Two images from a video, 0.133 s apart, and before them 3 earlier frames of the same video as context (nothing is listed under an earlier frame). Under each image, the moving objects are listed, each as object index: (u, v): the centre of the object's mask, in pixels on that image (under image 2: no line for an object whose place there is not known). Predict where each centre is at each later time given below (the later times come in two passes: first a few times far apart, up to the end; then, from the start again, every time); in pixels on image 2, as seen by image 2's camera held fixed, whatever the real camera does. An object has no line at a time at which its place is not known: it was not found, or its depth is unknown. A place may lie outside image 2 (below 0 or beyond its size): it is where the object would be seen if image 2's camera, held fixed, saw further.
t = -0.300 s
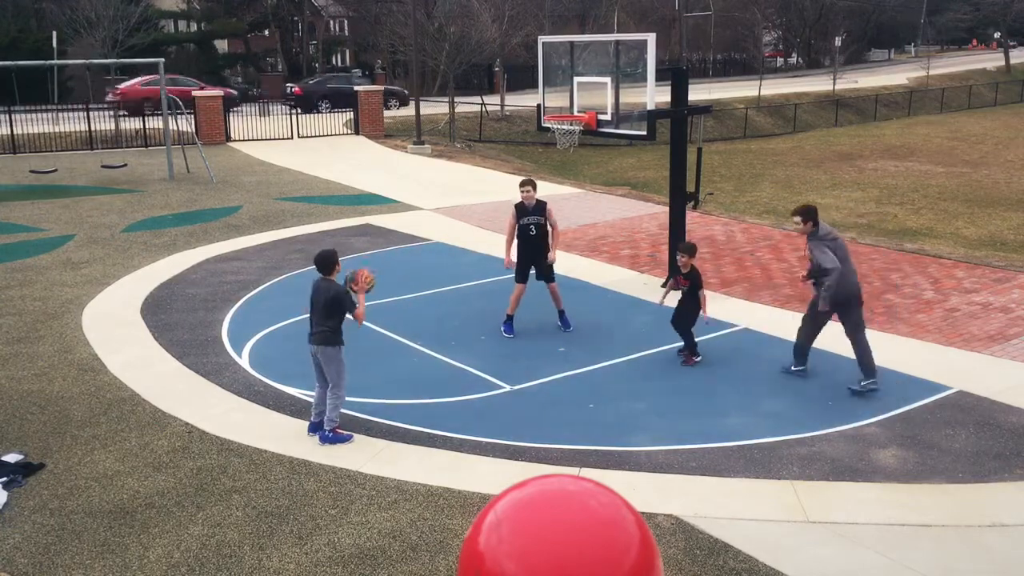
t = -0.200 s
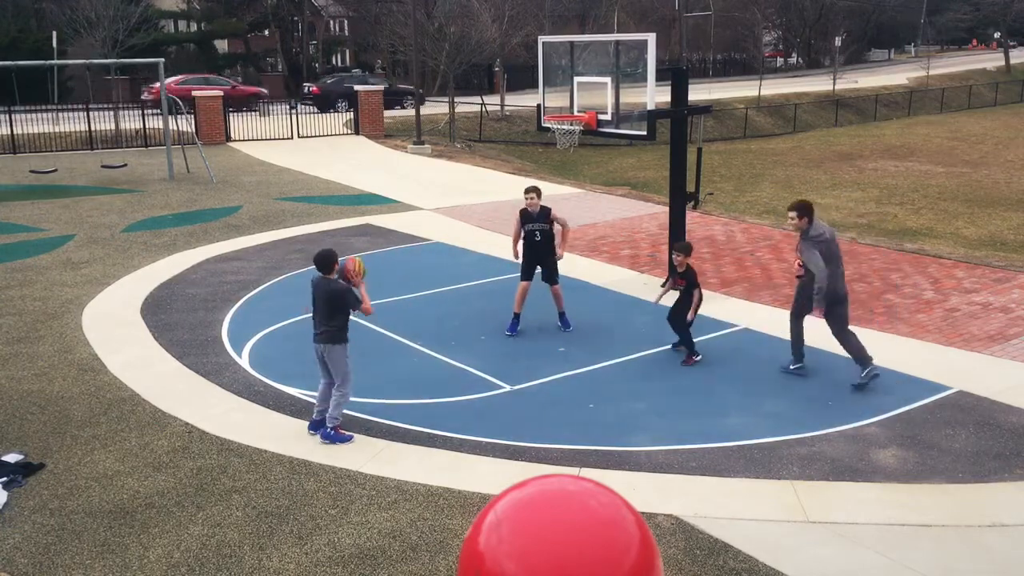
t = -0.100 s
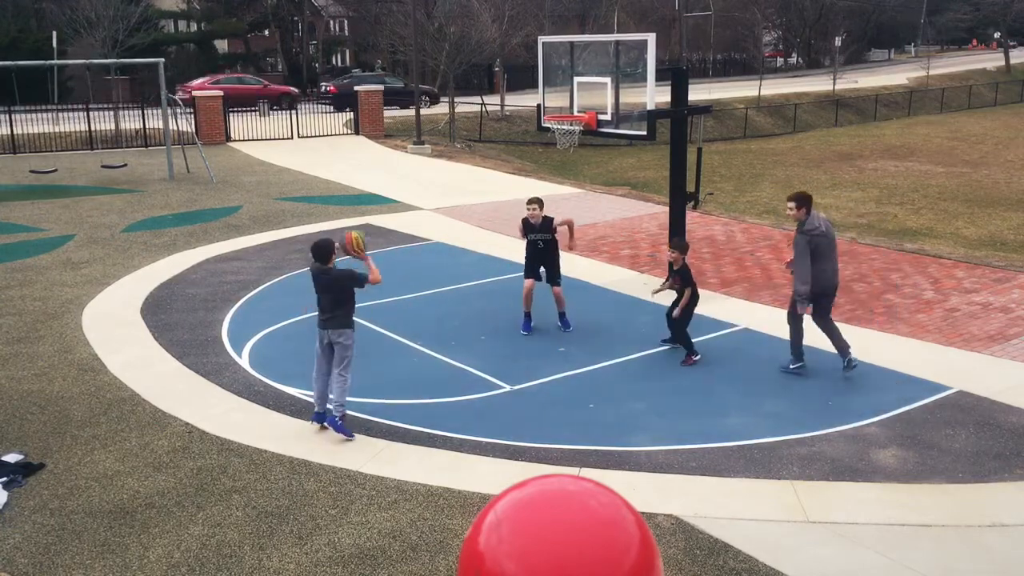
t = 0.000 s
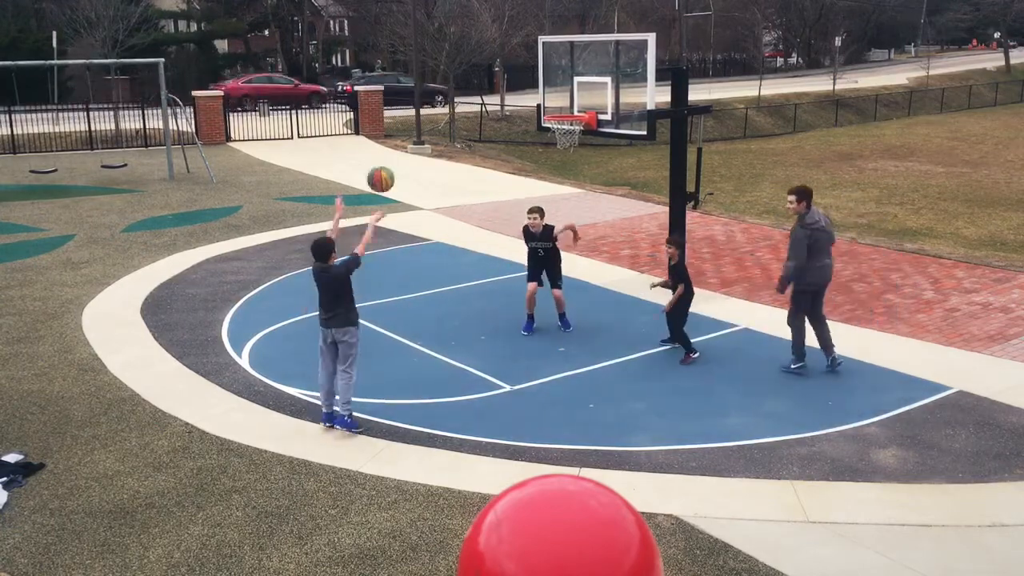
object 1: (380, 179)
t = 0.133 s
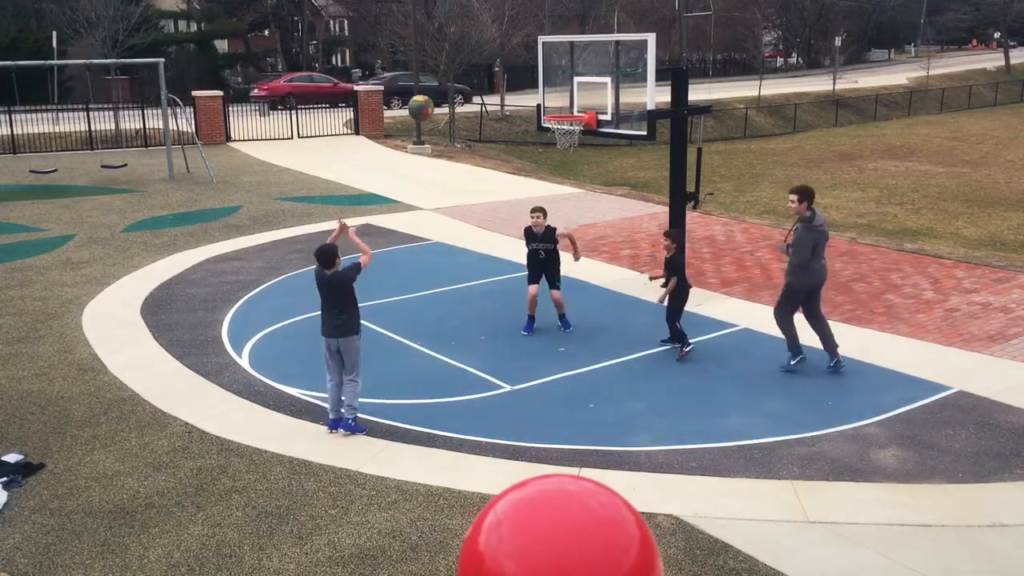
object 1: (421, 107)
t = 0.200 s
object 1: (440, 82)
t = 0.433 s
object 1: (501, 36)
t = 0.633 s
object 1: (540, 46)
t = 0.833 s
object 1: (582, 92)
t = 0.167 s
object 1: (430, 94)
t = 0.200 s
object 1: (440, 82)
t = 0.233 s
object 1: (449, 70)
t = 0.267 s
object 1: (457, 64)
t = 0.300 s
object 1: (467, 54)
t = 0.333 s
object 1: (475, 47)
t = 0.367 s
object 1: (484, 41)
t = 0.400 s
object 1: (493, 38)
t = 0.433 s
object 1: (501, 36)
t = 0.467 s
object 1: (509, 35)
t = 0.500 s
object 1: (517, 34)
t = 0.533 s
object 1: (524, 37)
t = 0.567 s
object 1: (531, 38)
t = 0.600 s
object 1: (539, 41)
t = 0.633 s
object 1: (540, 46)
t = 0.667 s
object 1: (550, 48)
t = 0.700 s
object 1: (556, 56)
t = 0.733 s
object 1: (562, 64)
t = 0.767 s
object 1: (570, 72)
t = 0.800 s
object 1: (576, 82)
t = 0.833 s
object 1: (582, 92)
